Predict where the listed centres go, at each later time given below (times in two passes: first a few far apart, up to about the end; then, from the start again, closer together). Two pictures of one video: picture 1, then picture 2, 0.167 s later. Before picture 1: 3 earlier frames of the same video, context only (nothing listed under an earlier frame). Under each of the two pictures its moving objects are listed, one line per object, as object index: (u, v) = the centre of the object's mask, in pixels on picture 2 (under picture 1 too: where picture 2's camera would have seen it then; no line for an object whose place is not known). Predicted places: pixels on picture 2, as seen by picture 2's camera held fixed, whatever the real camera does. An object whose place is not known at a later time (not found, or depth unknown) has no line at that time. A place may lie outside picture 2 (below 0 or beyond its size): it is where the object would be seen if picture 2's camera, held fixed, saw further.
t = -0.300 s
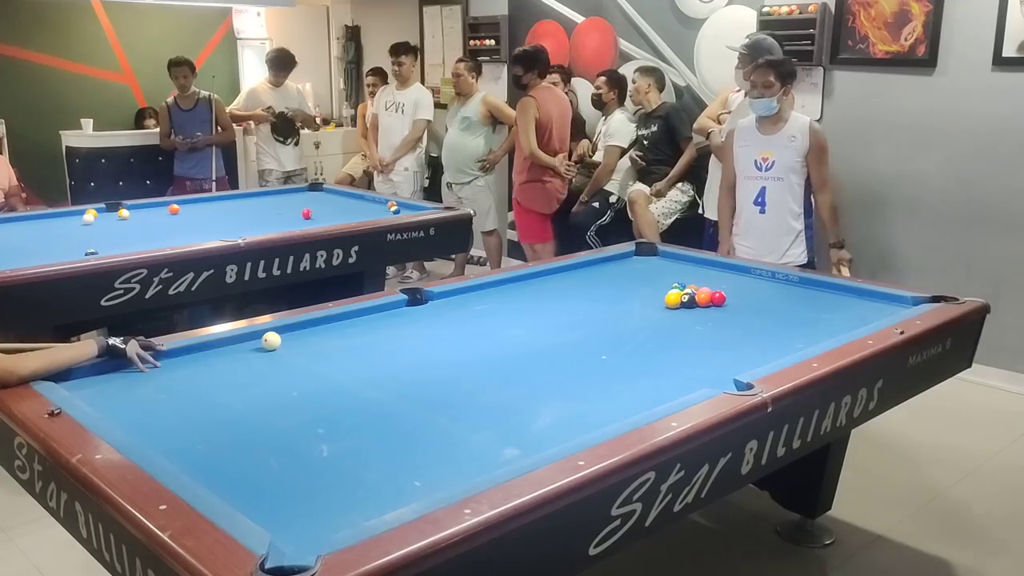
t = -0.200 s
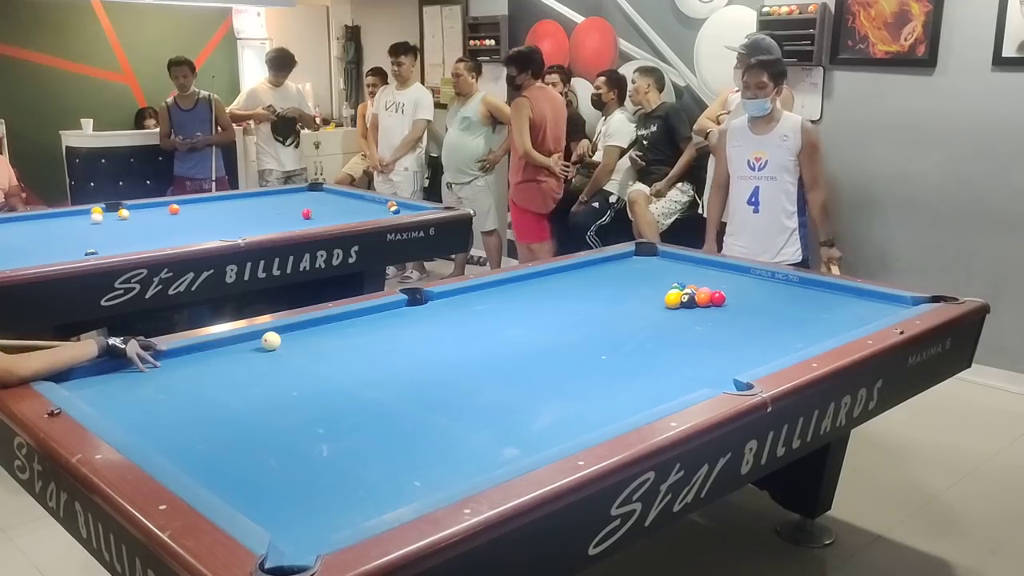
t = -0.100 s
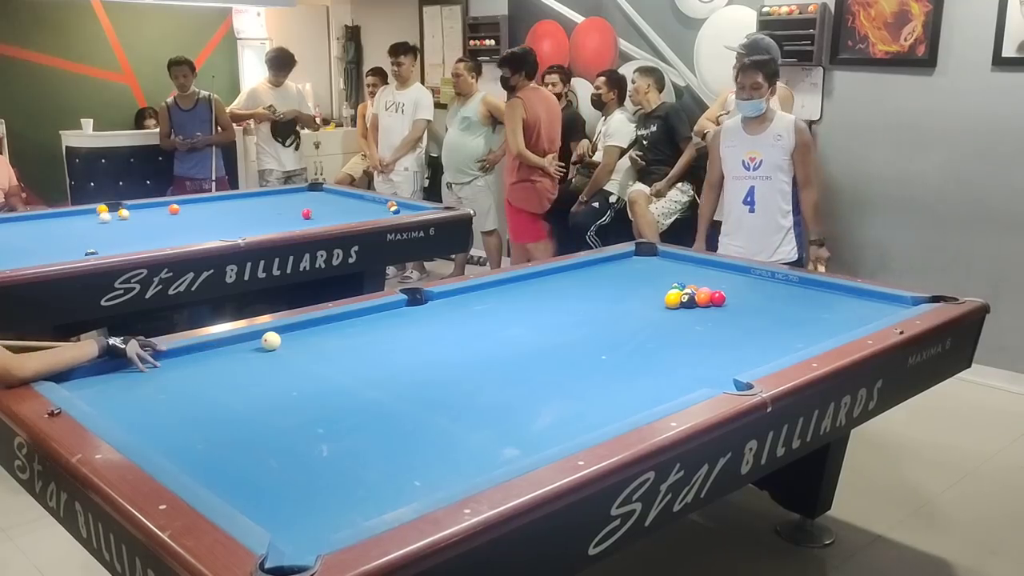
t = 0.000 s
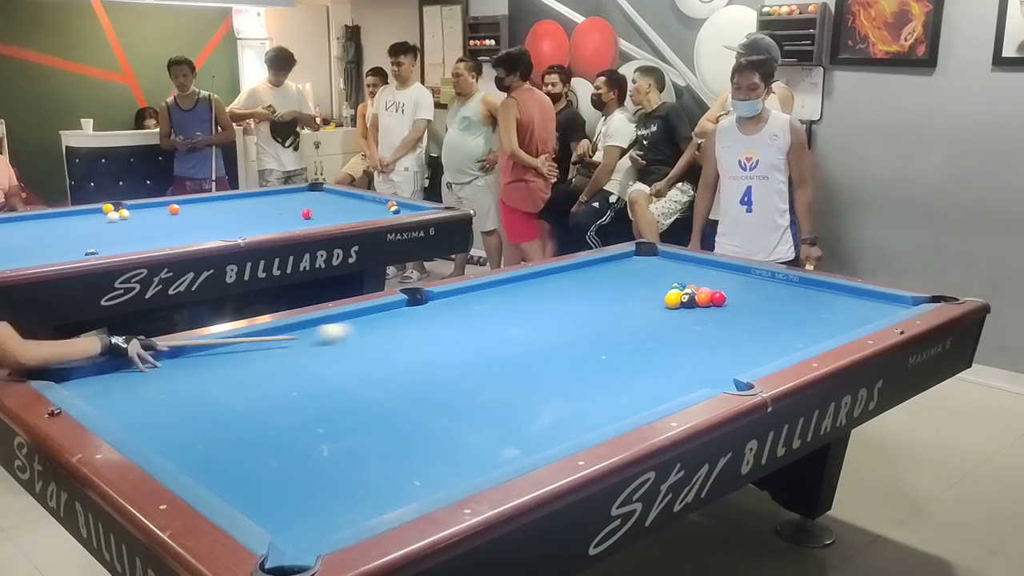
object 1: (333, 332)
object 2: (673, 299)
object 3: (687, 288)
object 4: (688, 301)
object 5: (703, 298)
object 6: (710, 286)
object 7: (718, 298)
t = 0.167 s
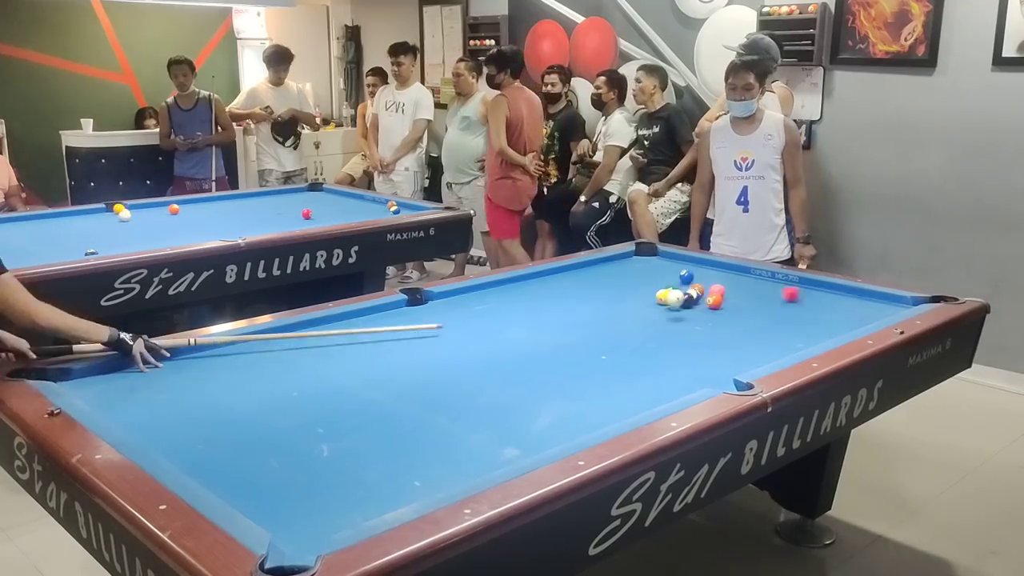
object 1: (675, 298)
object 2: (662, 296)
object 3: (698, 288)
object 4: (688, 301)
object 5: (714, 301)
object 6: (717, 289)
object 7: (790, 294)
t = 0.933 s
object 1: (582, 329)
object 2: (680, 344)
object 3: (755, 278)
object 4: (669, 301)
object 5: (860, 322)
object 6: (745, 288)
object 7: (464, 373)
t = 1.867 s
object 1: (453, 301)
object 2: (668, 393)
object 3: (755, 280)
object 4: (664, 301)
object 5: (788, 307)
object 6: (666, 316)
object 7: (285, 347)
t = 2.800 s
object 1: (518, 292)
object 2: (569, 398)
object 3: (738, 283)
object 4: (665, 302)
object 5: (736, 295)
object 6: (634, 350)
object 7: (589, 330)
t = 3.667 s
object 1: (586, 289)
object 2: (502, 401)
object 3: (731, 287)
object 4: (666, 302)
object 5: (705, 287)
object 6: (685, 365)
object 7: (652, 305)
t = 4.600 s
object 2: (456, 404)
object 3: (730, 287)
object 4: (707, 294)
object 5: (688, 284)
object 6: (609, 342)
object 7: (650, 296)
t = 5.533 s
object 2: (440, 404)
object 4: (730, 290)
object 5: (686, 284)
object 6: (559, 326)
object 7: (644, 291)
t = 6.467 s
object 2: (440, 404)
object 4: (732, 290)
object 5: (692, 280)
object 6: (529, 316)
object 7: (626, 286)
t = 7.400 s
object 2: (440, 404)
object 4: (732, 290)
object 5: (693, 282)
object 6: (515, 311)
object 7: (623, 285)
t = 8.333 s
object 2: (440, 404)
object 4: (732, 291)
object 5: (693, 282)
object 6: (514, 311)
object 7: (623, 285)
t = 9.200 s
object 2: (440, 404)
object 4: (732, 290)
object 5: (693, 282)
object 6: (514, 311)
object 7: (623, 285)
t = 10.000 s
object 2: (440, 403)
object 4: (732, 290)
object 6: (514, 310)
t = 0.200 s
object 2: (657, 296)
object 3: (700, 288)
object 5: (721, 302)
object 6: (724, 287)
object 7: (837, 291)
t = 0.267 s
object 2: (673, 306)
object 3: (706, 287)
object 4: (685, 300)
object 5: (734, 304)
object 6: (737, 287)
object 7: (859, 296)
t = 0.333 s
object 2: (674, 311)
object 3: (711, 288)
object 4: (681, 299)
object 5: (746, 306)
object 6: (749, 283)
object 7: (859, 317)
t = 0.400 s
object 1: (748, 359)
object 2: (675, 315)
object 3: (716, 287)
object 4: (679, 300)
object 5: (758, 308)
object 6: (761, 281)
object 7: (841, 328)
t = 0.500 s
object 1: (709, 325)
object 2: (676, 320)
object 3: (724, 285)
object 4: (677, 301)
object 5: (777, 311)
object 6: (777, 276)
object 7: (771, 338)
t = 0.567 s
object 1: (684, 322)
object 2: (672, 322)
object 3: (729, 284)
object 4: (675, 301)
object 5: (790, 313)
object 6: (775, 277)
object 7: (726, 343)
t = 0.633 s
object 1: (658, 332)
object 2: (677, 327)
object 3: (734, 283)
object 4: (674, 301)
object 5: (803, 315)
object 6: (770, 279)
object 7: (681, 349)
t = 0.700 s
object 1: (636, 335)
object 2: (678, 331)
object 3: (739, 282)
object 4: (673, 301)
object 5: (815, 317)
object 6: (765, 281)
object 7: (636, 354)
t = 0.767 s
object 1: (619, 326)
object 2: (679, 334)
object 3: (743, 281)
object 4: (671, 301)
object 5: (828, 319)
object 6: (759, 283)
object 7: (588, 359)
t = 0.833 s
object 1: (602, 332)
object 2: (679, 338)
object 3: (746, 278)
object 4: (670, 301)
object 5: (841, 322)
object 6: (754, 285)
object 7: (540, 365)
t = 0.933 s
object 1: (582, 329)
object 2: (680, 344)
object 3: (755, 278)
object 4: (669, 301)
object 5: (860, 322)
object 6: (745, 288)
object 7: (464, 373)
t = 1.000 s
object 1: (571, 327)
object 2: (681, 348)
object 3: (759, 277)
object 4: (668, 302)
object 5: (858, 322)
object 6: (740, 289)
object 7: (411, 380)
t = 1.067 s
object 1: (560, 325)
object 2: (682, 352)
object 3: (763, 276)
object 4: (667, 302)
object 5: (852, 322)
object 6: (735, 290)
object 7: (356, 386)
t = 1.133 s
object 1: (550, 322)
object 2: (683, 356)
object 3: (767, 276)
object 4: (667, 302)
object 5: (846, 321)
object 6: (728, 291)
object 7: (298, 393)
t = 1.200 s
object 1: (540, 320)
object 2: (683, 360)
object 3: (771, 275)
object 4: (666, 302)
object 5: (840, 319)
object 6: (723, 294)
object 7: (238, 400)
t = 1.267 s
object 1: (530, 318)
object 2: (684, 364)
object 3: (769, 275)
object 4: (666, 302)
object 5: (835, 318)
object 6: (718, 297)
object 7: (176, 408)
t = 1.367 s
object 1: (516, 315)
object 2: (685, 371)
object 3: (767, 276)
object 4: (665, 302)
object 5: (826, 316)
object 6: (709, 300)
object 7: (119, 407)
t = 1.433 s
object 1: (507, 313)
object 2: (686, 375)
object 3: (765, 276)
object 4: (665, 302)
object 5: (821, 314)
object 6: (704, 302)
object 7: (140, 390)
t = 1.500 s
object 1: (498, 311)
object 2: (687, 380)
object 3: (764, 277)
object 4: (665, 302)
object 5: (815, 313)
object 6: (698, 304)
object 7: (156, 375)
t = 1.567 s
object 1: (489, 309)
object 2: (688, 383)
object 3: (762, 277)
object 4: (665, 302)
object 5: (810, 312)
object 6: (692, 306)
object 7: (170, 363)
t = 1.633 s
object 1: (481, 307)
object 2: (688, 386)
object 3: (760, 278)
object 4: (664, 302)
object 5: (805, 311)
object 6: (687, 308)
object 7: (183, 351)
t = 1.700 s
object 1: (473, 305)
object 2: (688, 388)
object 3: (759, 279)
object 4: (664, 302)
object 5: (800, 309)
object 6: (681, 310)
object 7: (213, 350)
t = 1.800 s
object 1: (461, 303)
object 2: (676, 391)
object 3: (757, 279)
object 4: (664, 301)
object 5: (793, 308)
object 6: (672, 314)
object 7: (256, 348)
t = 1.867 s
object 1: (453, 301)
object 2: (668, 393)
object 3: (755, 280)
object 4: (664, 301)
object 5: (788, 307)
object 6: (666, 316)
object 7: (285, 347)
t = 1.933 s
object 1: (448, 299)
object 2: (660, 394)
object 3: (753, 281)
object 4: (665, 302)
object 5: (784, 306)
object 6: (660, 318)
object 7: (313, 346)
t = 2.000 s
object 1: (447, 297)
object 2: (653, 395)
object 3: (752, 282)
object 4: (665, 302)
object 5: (779, 304)
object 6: (654, 320)
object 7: (340, 345)
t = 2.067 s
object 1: (446, 295)
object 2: (645, 395)
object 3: (750, 282)
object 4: (665, 302)
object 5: (775, 304)
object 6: (648, 322)
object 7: (367, 344)
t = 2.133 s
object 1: (453, 294)
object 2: (637, 396)
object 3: (749, 282)
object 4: (665, 302)
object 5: (771, 303)
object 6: (642, 324)
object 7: (393, 343)
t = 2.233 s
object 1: (463, 294)
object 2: (626, 396)
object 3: (748, 283)
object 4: (665, 302)
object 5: (766, 301)
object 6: (633, 327)
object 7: (433, 342)
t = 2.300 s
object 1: (470, 294)
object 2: (619, 396)
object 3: (747, 283)
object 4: (665, 302)
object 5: (763, 299)
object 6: (627, 329)
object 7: (458, 341)
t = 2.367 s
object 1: (477, 293)
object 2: (612, 396)
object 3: (745, 283)
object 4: (665, 302)
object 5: (759, 296)
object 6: (621, 331)
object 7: (484, 340)
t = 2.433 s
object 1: (483, 293)
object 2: (605, 397)
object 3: (744, 284)
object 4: (665, 302)
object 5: (755, 295)
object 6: (615, 333)
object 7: (509, 339)
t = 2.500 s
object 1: (490, 293)
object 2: (598, 397)
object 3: (742, 284)
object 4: (665, 302)
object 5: (749, 295)
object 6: (609, 335)
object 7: (534, 338)
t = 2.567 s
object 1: (496, 293)
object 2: (591, 397)
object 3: (741, 284)
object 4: (665, 302)
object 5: (746, 295)
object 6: (602, 337)
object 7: (558, 338)
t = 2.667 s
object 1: (506, 292)
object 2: (581, 398)
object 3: (739, 284)
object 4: (665, 302)
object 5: (742, 296)
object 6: (608, 342)
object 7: (579, 336)
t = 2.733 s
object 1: (512, 292)
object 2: (575, 398)
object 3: (738, 283)
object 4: (665, 302)
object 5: (739, 295)
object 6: (621, 346)
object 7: (584, 332)
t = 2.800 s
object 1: (518, 292)
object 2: (569, 398)
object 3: (738, 283)
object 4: (665, 302)
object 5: (736, 295)
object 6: (634, 350)
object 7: (589, 330)
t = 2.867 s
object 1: (523, 292)
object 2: (563, 398)
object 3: (737, 283)
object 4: (665, 302)
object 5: (733, 294)
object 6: (646, 353)
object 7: (595, 328)
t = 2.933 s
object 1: (529, 291)
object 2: (557, 399)
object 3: (737, 284)
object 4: (665, 302)
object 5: (730, 294)
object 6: (659, 358)
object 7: (600, 325)
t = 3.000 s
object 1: (535, 291)
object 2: (551, 399)
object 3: (736, 285)
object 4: (665, 302)
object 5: (727, 293)
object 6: (672, 362)
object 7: (606, 323)
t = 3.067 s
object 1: (541, 291)
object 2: (546, 399)
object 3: (735, 285)
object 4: (665, 302)
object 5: (725, 292)
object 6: (685, 366)
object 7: (611, 321)
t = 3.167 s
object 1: (549, 291)
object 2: (537, 399)
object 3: (734, 286)
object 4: (665, 302)
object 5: (721, 291)
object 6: (705, 371)
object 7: (619, 318)
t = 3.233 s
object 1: (554, 290)
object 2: (532, 399)
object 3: (733, 286)
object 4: (665, 302)
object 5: (718, 290)
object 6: (719, 377)
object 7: (624, 316)
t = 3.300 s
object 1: (559, 290)
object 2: (527, 400)
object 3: (732, 286)
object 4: (665, 302)
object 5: (716, 290)
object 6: (723, 378)
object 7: (628, 314)
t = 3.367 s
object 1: (564, 290)
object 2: (522, 400)
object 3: (732, 287)
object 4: (665, 302)
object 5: (714, 290)
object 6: (716, 375)
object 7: (633, 313)
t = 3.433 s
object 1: (569, 290)
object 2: (518, 400)
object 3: (732, 287)
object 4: (665, 302)
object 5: (712, 289)
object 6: (709, 373)
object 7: (637, 310)
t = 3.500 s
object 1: (574, 290)
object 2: (513, 401)
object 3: (731, 287)
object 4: (665, 302)
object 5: (710, 288)
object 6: (701, 371)
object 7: (641, 309)
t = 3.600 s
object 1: (581, 289)
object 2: (506, 401)
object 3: (731, 287)
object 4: (665, 302)
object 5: (707, 288)
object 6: (691, 368)
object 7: (648, 306)
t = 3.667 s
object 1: (586, 289)
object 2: (502, 401)
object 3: (731, 287)
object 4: (666, 302)
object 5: (705, 287)
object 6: (685, 365)
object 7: (652, 305)
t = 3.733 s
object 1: (590, 289)
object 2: (497, 402)
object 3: (731, 287)
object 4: (668, 302)
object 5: (703, 287)
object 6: (678, 363)
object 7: (652, 303)
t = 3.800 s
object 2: (493, 402)
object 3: (731, 287)
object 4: (672, 301)
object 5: (702, 287)
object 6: (672, 362)
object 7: (652, 303)
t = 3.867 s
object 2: (489, 402)
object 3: (731, 287)
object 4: (675, 300)
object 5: (700, 286)
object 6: (666, 360)
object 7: (652, 302)
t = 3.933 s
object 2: (485, 402)
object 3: (731, 287)
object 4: (679, 300)
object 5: (699, 286)
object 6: (660, 358)
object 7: (652, 301)
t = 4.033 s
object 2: (480, 402)
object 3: (731, 287)
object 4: (683, 299)
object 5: (697, 285)
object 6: (651, 355)
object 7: (652, 300)
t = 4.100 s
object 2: (477, 403)
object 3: (731, 287)
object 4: (686, 298)
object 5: (695, 285)
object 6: (646, 353)
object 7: (651, 299)
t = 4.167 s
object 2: (474, 403)
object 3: (731, 287)
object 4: (689, 298)
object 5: (694, 284)
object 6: (640, 352)
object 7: (652, 299)
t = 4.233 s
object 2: (471, 403)
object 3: (731, 287)
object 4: (692, 297)
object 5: (693, 284)
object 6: (635, 350)
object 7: (651, 299)
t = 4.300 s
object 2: (467, 403)
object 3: (731, 287)
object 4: (695, 296)
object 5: (692, 283)
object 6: (630, 348)
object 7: (651, 298)
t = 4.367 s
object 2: (465, 403)
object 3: (730, 287)
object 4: (698, 296)
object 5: (690, 284)
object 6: (625, 347)
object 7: (650, 298)
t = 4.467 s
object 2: (461, 403)
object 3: (730, 287)
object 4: (701, 295)
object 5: (689, 284)
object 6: (618, 345)
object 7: (650, 297)
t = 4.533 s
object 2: (458, 404)
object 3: (730, 287)
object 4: (704, 294)
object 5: (689, 284)
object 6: (613, 343)
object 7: (650, 297)
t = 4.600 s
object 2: (456, 404)
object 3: (730, 287)
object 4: (707, 294)
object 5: (688, 284)
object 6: (609, 342)
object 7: (650, 296)
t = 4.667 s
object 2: (454, 403)
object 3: (731, 287)
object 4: (709, 293)
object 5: (688, 284)
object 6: (605, 340)
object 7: (650, 296)
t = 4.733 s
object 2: (452, 403)
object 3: (731, 287)
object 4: (711, 292)
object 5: (687, 284)
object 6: (600, 339)
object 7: (650, 296)
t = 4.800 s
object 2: (450, 404)
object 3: (731, 287)
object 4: (714, 292)
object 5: (687, 284)
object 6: (596, 338)
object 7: (650, 295)
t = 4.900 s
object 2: (448, 403)
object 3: (731, 287)
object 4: (717, 292)
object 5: (686, 284)
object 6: (590, 336)
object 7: (650, 294)
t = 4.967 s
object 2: (446, 404)
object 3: (731, 286)
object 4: (718, 292)
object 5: (686, 284)
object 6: (587, 335)
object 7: (649, 294)
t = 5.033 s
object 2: (445, 404)
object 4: (720, 291)
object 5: (686, 284)
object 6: (583, 333)
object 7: (649, 294)
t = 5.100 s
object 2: (444, 404)
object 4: (722, 291)
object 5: (686, 283)
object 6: (579, 332)
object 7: (649, 293)
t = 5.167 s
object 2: (443, 404)
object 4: (724, 291)
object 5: (686, 283)
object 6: (576, 331)
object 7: (648, 293)
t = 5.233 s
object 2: (442, 404)
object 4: (725, 290)
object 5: (686, 283)
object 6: (573, 330)
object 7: (648, 293)
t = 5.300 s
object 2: (441, 404)
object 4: (727, 290)
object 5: (686, 284)
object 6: (570, 329)
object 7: (648, 293)
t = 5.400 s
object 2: (440, 404)
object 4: (729, 290)
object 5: (686, 284)
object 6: (565, 327)
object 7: (647, 293)
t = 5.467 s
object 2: (440, 404)
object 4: (729, 290)
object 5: (686, 284)
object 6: (562, 327)
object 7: (645, 292)
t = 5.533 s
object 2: (440, 404)
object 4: (730, 290)
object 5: (686, 284)
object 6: (559, 326)
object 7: (644, 291)
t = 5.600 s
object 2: (440, 404)
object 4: (731, 290)
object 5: (686, 284)
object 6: (556, 325)
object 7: (642, 291)
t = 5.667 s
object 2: (440, 404)
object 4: (731, 290)
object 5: (686, 284)
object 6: (554, 324)
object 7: (640, 290)
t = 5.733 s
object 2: (440, 404)
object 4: (731, 290)
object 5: (687, 283)
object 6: (551, 323)
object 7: (638, 290)
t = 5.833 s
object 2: (440, 404)
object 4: (732, 290)
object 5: (688, 283)
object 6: (547, 322)
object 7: (636, 289)
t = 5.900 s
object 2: (440, 404)
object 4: (732, 290)
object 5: (689, 282)
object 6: (545, 321)
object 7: (634, 288)
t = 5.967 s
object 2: (440, 404)
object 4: (732, 290)
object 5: (689, 282)
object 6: (543, 321)
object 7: (633, 288)
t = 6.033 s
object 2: (440, 404)
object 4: (732, 290)
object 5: (690, 281)
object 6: (541, 320)
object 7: (632, 288)
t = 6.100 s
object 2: (440, 404)
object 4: (732, 290)
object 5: (691, 281)
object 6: (538, 319)
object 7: (631, 288)
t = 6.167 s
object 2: (440, 404)
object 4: (732, 290)
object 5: (691, 280)
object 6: (537, 318)
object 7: (630, 287)
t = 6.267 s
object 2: (440, 404)
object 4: (732, 290)
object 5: (691, 280)
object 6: (534, 318)
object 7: (628, 287)
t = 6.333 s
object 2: (440, 404)
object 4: (732, 290)
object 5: (691, 280)
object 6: (532, 317)
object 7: (627, 287)
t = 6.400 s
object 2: (440, 404)
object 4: (732, 290)
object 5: (692, 280)
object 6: (530, 316)
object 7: (626, 286)
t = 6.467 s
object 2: (440, 404)
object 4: (732, 290)
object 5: (692, 280)
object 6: (529, 316)
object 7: (626, 286)
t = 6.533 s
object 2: (440, 404)
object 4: (732, 290)
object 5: (692, 280)
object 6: (528, 315)
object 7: (625, 286)
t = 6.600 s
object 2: (440, 404)
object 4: (732, 290)
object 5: (692, 281)
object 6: (526, 315)
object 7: (625, 285)
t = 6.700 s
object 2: (440, 404)
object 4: (732, 290)
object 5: (692, 281)
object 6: (524, 314)
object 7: (624, 285)
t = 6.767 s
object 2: (440, 404)
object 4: (732, 290)
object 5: (692, 281)
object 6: (523, 314)
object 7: (624, 285)
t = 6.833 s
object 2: (440, 404)
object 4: (732, 290)
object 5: (692, 281)
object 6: (522, 313)
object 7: (623, 285)
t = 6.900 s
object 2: (440, 404)
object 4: (732, 290)
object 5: (692, 282)
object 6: (521, 313)
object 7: (623, 285)
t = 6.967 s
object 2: (440, 404)
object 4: (732, 290)
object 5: (692, 282)
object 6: (520, 313)
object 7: (623, 285)
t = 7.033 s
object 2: (440, 404)
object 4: (732, 290)
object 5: (693, 282)
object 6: (519, 312)
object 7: (623, 285)
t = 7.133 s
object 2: (440, 404)
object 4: (732, 290)
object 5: (693, 282)
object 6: (518, 312)
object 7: (623, 285)
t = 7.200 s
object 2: (440, 404)
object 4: (732, 290)
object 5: (693, 282)
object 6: (517, 312)
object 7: (623, 285)
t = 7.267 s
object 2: (440, 404)
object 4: (732, 290)
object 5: (693, 282)
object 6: (517, 312)
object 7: (622, 285)
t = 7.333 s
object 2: (440, 404)
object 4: (732, 290)
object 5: (693, 282)
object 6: (516, 311)
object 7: (623, 285)
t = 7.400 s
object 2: (440, 404)
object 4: (732, 290)
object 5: (693, 282)
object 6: (515, 311)
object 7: (623, 285)
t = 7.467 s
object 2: (440, 404)
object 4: (732, 290)
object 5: (693, 282)
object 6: (515, 311)
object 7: (623, 285)
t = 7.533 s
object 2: (440, 404)
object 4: (732, 290)
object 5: (693, 282)
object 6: (515, 311)
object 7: (623, 285)
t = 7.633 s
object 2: (440, 404)
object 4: (732, 290)
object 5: (693, 282)
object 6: (514, 311)
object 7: (623, 285)
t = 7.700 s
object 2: (440, 404)
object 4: (732, 290)
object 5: (693, 282)
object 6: (514, 311)
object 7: (623, 285)
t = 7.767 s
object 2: (440, 404)
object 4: (732, 290)
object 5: (693, 282)
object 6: (514, 311)
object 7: (623, 285)
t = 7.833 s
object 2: (440, 404)
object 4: (732, 290)
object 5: (693, 282)
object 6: (514, 311)
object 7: (623, 285)
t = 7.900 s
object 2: (440, 404)
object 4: (732, 290)
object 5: (693, 282)
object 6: (514, 311)
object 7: (623, 285)
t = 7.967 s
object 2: (440, 404)
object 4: (732, 290)
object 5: (693, 282)
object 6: (514, 311)
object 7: (623, 285)
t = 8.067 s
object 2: (440, 404)
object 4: (732, 290)
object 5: (693, 282)
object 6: (514, 311)
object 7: (623, 285)
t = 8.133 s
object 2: (440, 404)
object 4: (732, 290)
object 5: (693, 282)
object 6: (514, 311)
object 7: (623, 285)
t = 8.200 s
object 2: (440, 404)
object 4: (732, 290)
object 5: (693, 282)
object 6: (514, 311)
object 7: (623, 285)
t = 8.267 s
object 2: (440, 404)
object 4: (732, 290)
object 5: (693, 282)
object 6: (514, 311)
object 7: (623, 285)
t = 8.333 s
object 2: (440, 404)
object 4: (732, 291)
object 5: (693, 282)
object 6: (514, 311)
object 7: (623, 285)
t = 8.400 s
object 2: (440, 404)
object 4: (732, 290)
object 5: (693, 282)
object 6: (514, 311)
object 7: (623, 285)
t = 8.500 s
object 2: (440, 404)
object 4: (732, 290)
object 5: (693, 282)
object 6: (514, 311)
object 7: (623, 285)
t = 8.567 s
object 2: (440, 404)
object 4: (732, 290)
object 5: (693, 282)
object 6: (514, 311)
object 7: (623, 285)
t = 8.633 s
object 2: (440, 404)
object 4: (732, 290)
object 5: (693, 282)
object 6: (514, 311)
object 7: (623, 285)
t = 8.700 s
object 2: (440, 404)
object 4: (732, 290)
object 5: (693, 282)
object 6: (514, 311)
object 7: (623, 285)
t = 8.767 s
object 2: (440, 404)
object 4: (732, 290)
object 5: (693, 282)
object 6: (514, 311)
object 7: (623, 285)
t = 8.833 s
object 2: (440, 404)
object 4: (732, 290)
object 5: (693, 282)
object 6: (514, 311)
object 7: (623, 285)
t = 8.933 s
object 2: (440, 404)
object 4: (732, 290)
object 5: (693, 282)
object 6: (514, 311)
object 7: (623, 285)
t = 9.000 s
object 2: (440, 404)
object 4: (732, 290)
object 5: (693, 282)
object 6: (514, 311)
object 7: (623, 285)
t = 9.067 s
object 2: (440, 404)
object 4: (732, 290)
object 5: (693, 282)
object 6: (514, 311)
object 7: (623, 285)
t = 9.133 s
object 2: (440, 404)
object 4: (732, 290)
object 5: (693, 282)
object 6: (514, 311)
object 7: (623, 285)
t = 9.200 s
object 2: (440, 404)
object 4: (732, 290)
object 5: (693, 282)
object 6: (514, 311)
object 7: (623, 285)
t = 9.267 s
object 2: (440, 404)
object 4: (732, 290)
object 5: (693, 282)
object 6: (514, 311)
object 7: (623, 285)
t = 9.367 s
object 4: (732, 290)
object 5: (693, 282)
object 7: (623, 285)
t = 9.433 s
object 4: (732, 290)
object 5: (693, 282)
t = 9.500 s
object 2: (435, 400)
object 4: (732, 291)
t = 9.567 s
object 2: (440, 403)
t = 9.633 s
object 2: (440, 404)
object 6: (514, 311)
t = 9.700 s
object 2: (440, 403)
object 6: (514, 311)
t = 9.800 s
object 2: (440, 403)
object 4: (732, 290)
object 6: (514, 311)
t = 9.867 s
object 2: (440, 403)
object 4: (732, 290)
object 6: (514, 311)
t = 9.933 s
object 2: (440, 403)
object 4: (732, 290)
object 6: (514, 311)
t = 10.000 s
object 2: (440, 403)
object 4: (732, 290)
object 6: (514, 310)
